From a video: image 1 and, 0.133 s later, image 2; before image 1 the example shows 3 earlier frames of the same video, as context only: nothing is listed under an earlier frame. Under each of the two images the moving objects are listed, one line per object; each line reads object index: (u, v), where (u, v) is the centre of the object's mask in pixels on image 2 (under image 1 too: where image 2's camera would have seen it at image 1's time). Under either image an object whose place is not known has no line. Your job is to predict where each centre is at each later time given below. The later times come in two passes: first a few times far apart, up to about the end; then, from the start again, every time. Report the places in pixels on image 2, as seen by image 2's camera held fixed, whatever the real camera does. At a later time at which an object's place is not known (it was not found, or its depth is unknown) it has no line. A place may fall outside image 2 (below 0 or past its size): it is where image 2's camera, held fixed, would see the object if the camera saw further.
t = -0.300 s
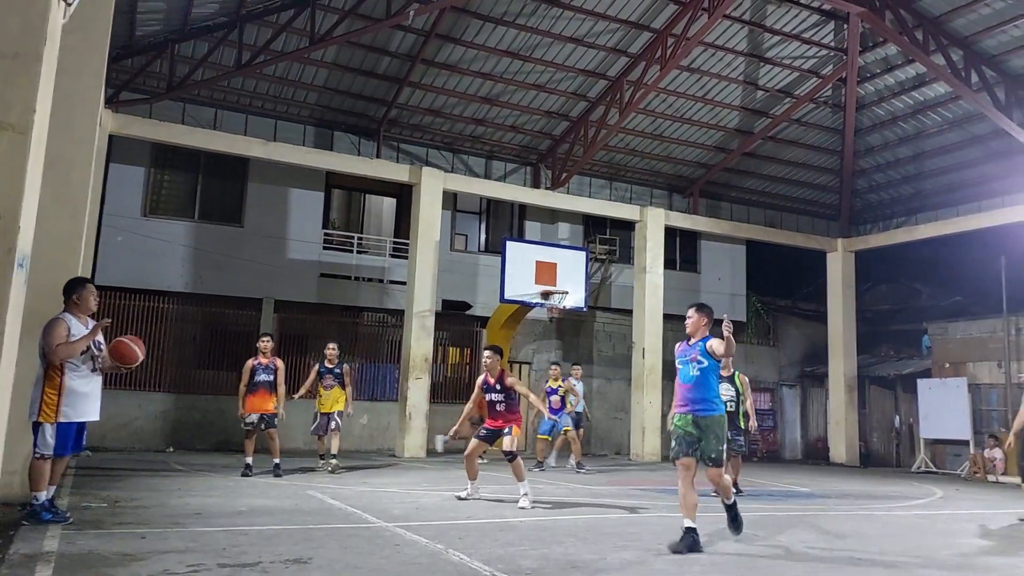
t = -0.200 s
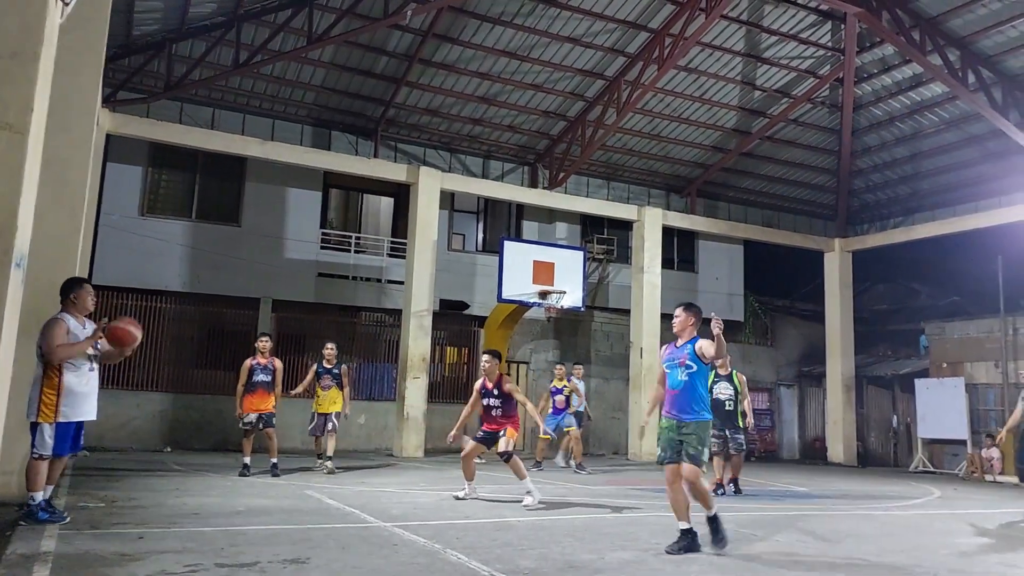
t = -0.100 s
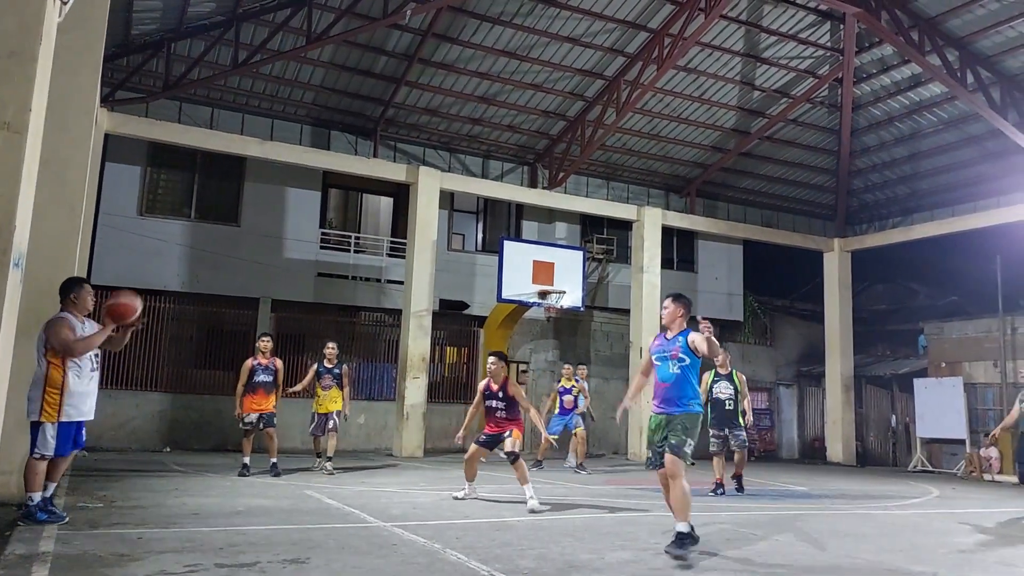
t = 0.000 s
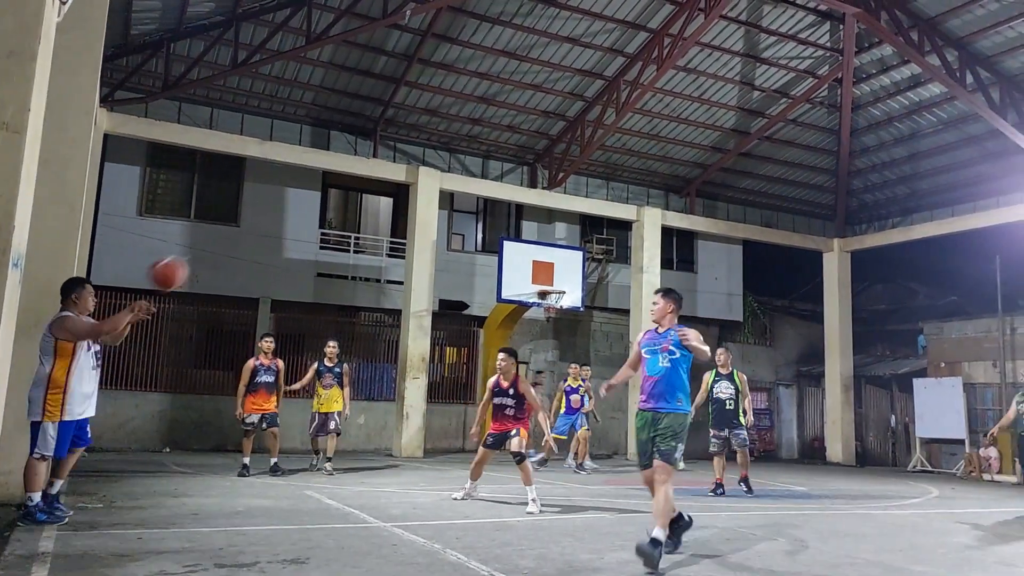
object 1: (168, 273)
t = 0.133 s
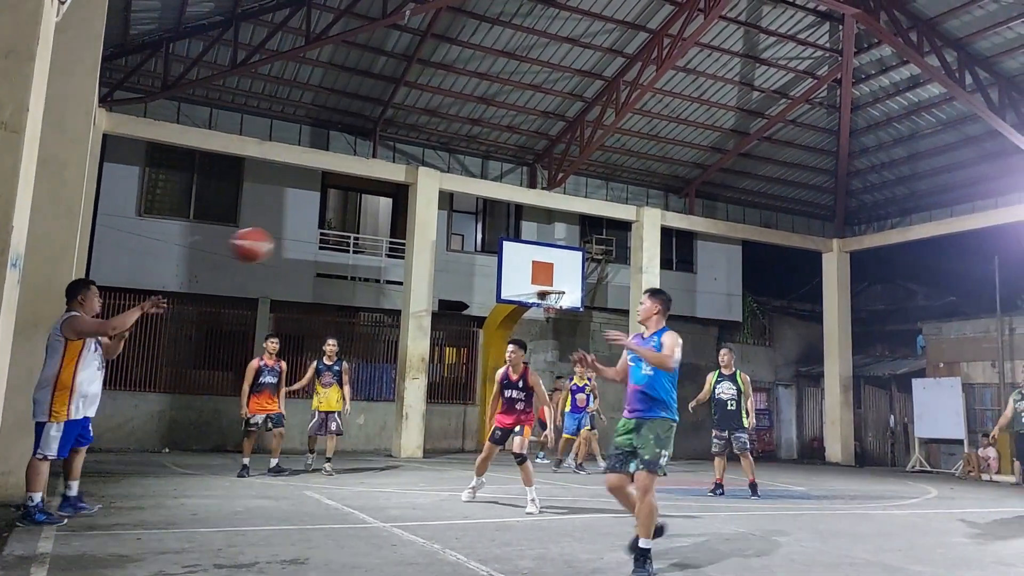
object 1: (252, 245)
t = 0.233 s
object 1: (316, 239)
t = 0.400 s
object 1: (428, 262)
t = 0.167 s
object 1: (273, 241)
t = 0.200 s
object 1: (294, 239)
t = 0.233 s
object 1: (316, 239)
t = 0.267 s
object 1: (337, 239)
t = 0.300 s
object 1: (360, 243)
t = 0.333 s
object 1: (381, 247)
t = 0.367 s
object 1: (404, 254)
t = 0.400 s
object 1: (428, 262)
